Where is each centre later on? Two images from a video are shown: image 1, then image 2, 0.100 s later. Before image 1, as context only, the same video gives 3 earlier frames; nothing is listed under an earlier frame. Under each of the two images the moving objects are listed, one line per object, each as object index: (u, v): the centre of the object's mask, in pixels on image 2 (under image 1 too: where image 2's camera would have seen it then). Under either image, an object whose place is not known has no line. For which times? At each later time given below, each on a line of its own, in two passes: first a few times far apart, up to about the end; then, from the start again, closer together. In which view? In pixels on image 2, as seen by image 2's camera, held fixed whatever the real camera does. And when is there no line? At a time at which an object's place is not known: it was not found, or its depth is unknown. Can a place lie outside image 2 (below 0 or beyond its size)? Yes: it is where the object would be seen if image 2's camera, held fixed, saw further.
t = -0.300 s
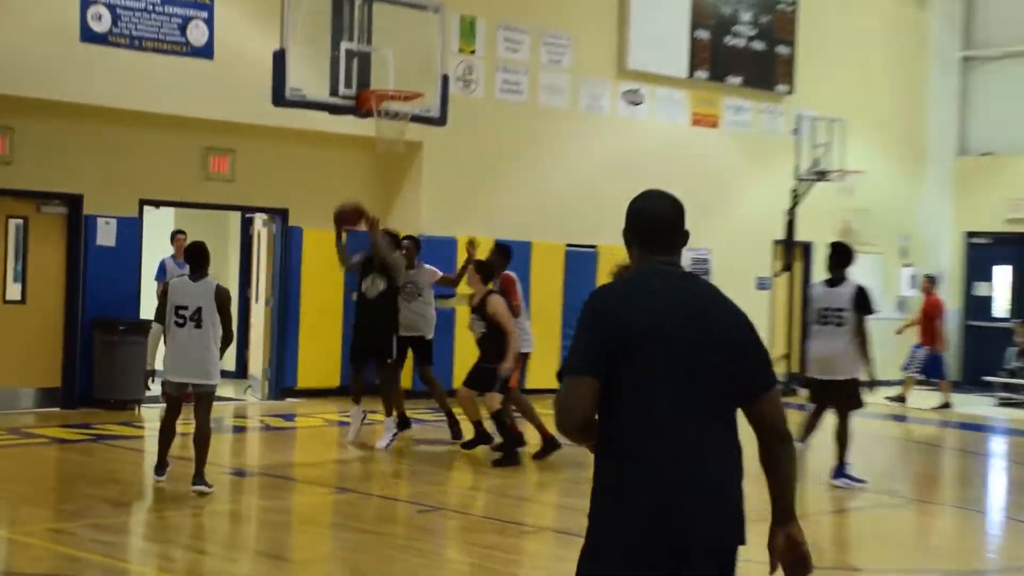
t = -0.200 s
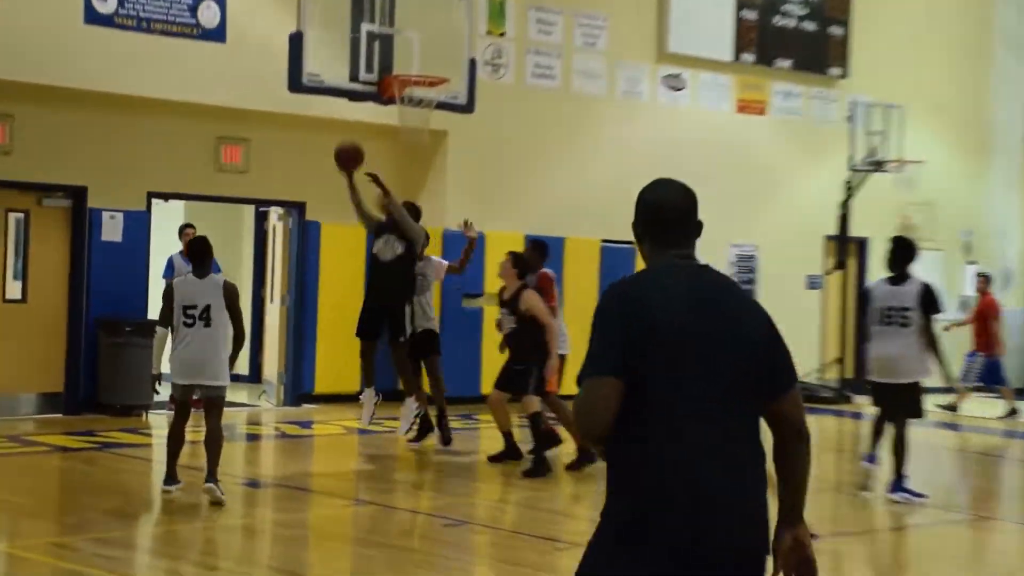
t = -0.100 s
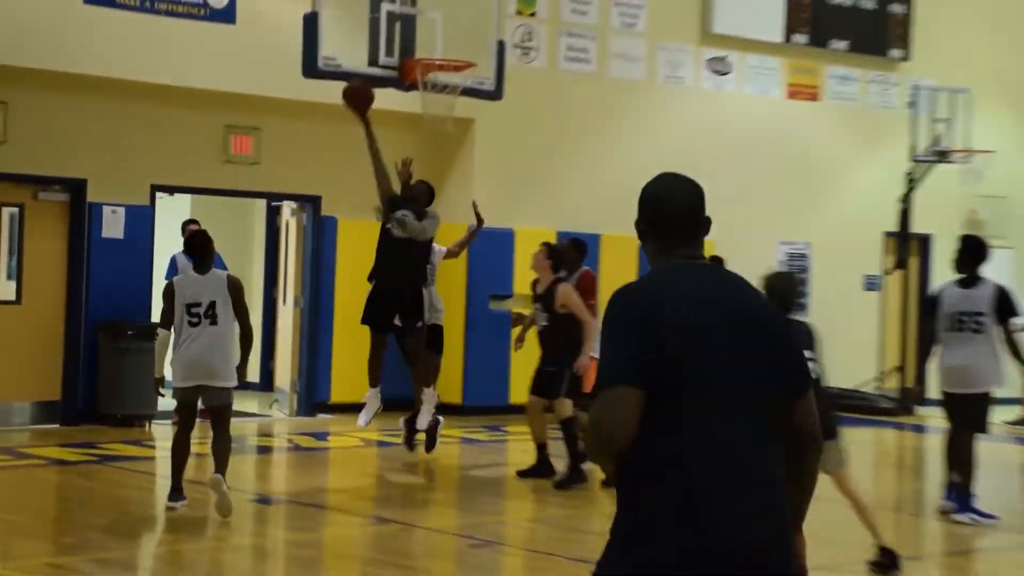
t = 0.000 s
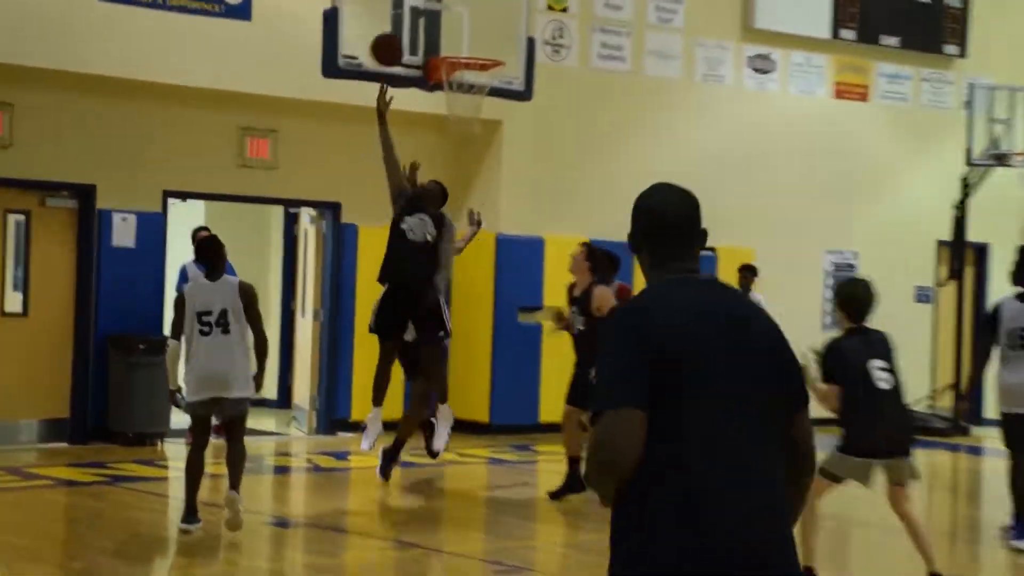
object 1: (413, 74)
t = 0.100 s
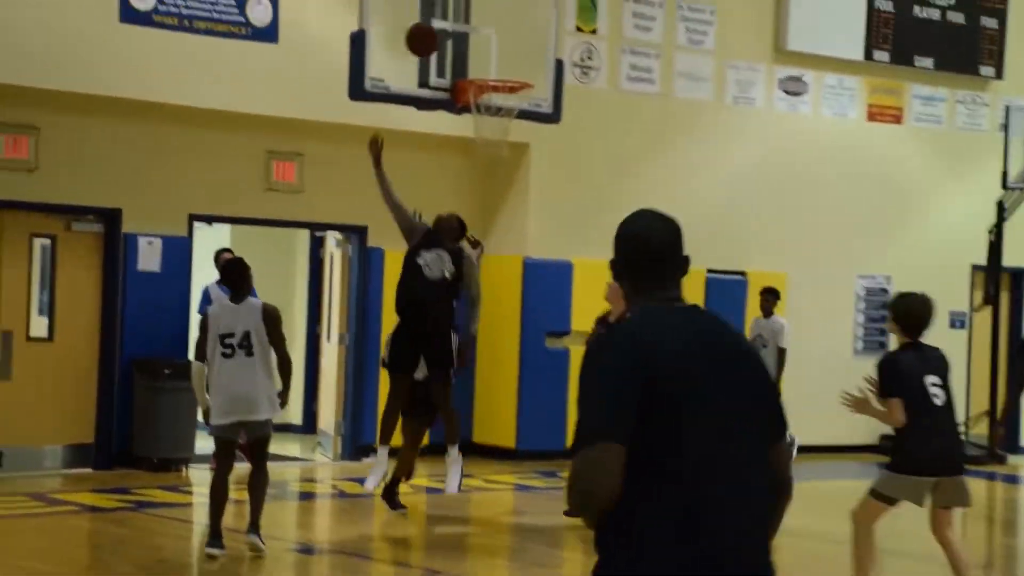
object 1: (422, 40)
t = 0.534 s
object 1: (496, 96)
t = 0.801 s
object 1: (522, 211)
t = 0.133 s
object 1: (428, 35)
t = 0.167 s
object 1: (433, 32)
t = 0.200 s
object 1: (440, 30)
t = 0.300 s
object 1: (459, 33)
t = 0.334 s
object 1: (464, 36)
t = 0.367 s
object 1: (469, 42)
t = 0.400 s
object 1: (476, 50)
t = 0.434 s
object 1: (481, 58)
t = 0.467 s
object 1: (487, 66)
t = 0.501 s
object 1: (492, 79)
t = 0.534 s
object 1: (496, 96)
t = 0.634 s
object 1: (510, 137)
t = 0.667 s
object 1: (513, 149)
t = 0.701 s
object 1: (515, 162)
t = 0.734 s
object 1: (517, 176)
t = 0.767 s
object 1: (520, 193)
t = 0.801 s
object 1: (522, 211)
